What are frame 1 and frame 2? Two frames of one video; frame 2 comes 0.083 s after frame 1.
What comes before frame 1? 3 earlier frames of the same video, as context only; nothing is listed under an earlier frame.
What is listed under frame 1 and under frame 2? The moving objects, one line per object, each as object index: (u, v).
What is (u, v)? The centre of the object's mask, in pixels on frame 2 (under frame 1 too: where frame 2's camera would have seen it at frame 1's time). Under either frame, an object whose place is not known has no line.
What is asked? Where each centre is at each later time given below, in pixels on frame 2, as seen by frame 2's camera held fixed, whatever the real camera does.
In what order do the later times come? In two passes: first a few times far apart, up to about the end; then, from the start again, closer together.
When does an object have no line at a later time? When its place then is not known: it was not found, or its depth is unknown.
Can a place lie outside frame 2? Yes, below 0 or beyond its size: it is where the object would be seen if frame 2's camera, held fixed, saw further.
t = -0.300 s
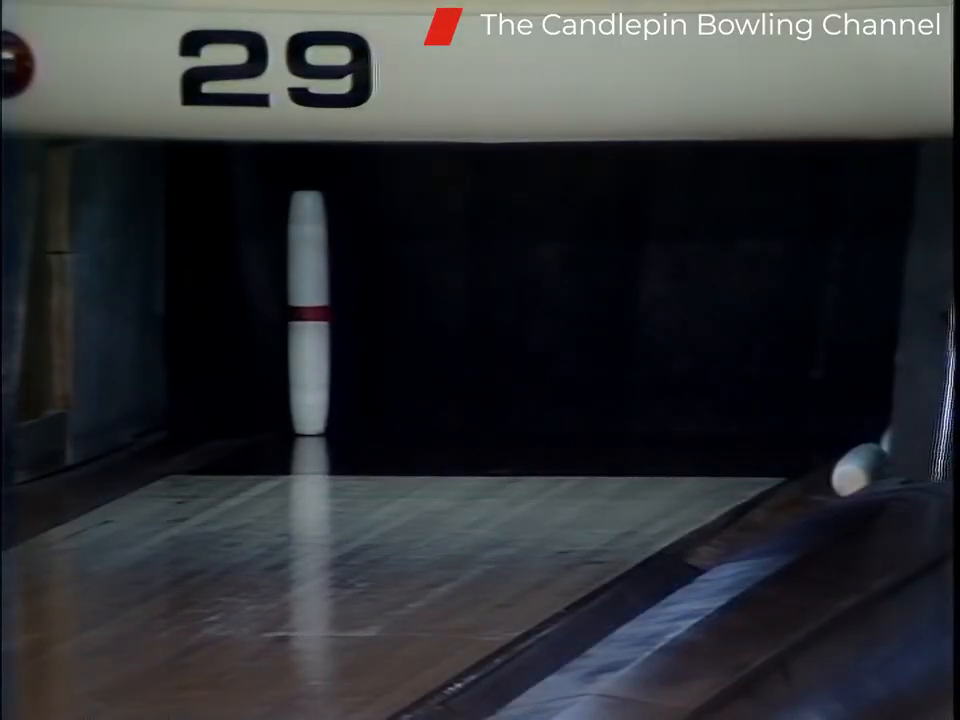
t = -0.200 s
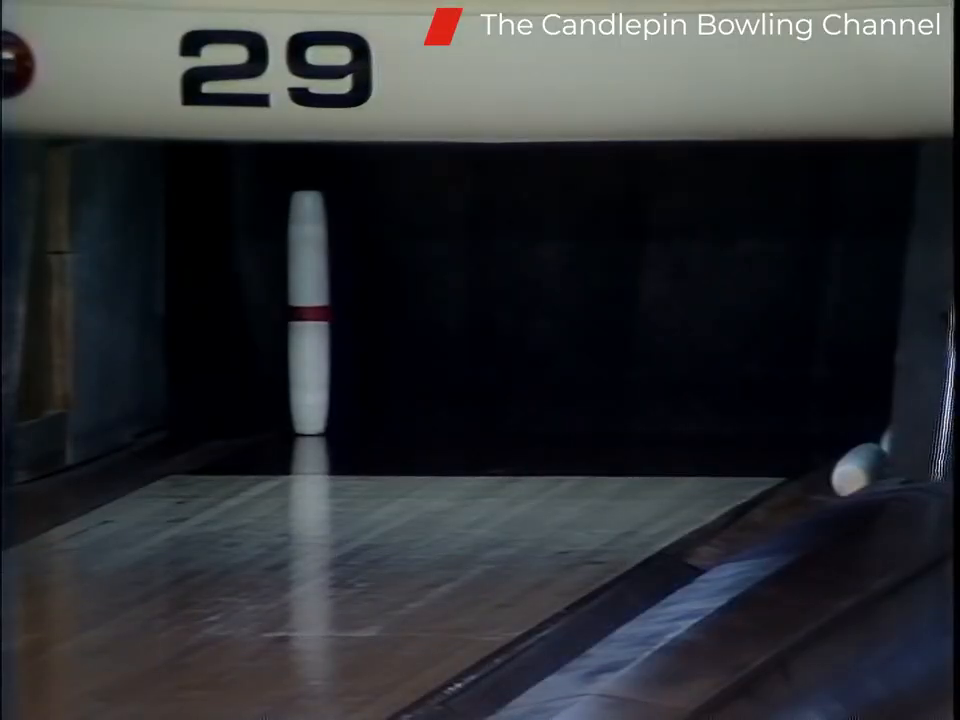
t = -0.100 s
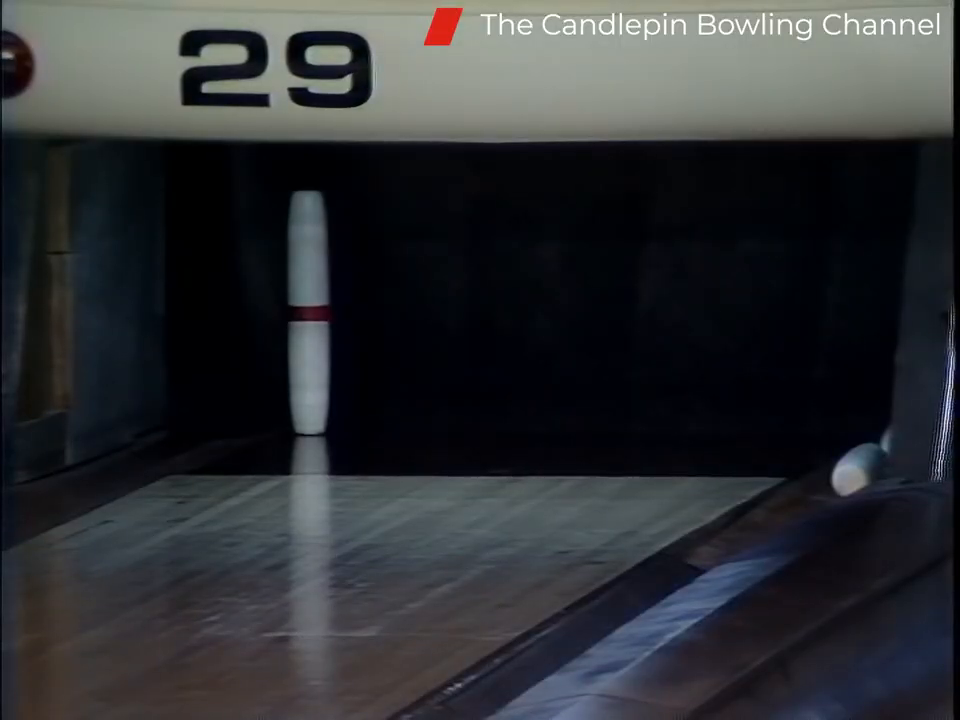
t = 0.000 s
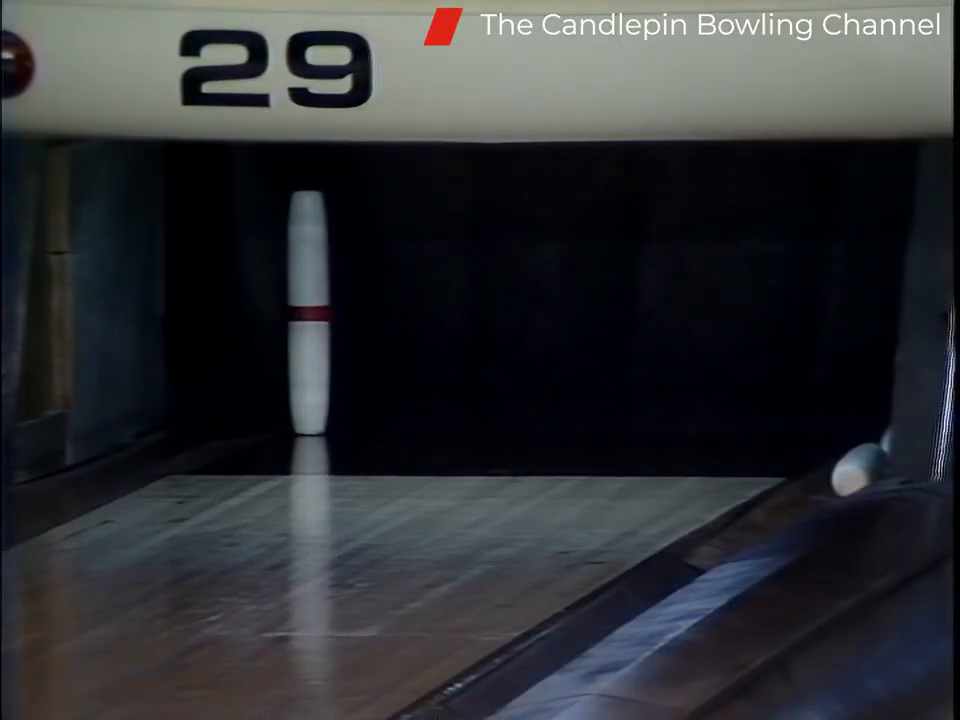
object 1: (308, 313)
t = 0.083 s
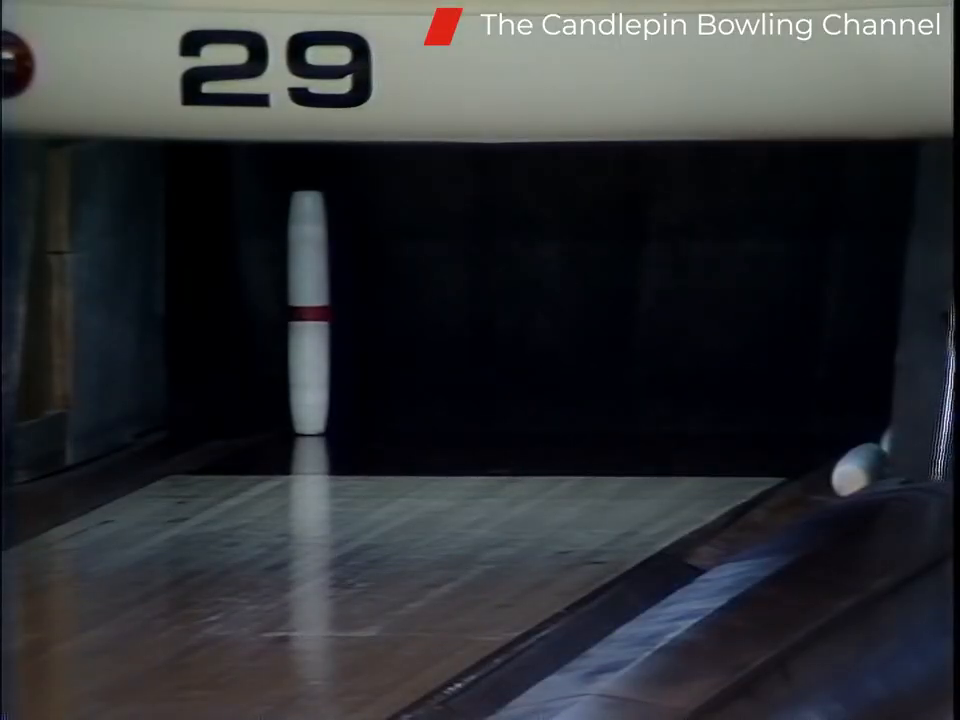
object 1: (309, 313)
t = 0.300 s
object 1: (309, 307)
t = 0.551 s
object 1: (270, 376)
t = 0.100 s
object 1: (308, 313)
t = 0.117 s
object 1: (308, 313)
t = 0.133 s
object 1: (308, 313)
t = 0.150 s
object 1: (308, 313)
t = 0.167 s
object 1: (308, 313)
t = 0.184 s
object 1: (308, 313)
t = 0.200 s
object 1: (309, 313)
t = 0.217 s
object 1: (309, 313)
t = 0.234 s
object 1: (309, 313)
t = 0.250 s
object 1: (309, 313)
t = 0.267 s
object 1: (309, 313)
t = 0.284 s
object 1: (309, 313)
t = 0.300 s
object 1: (309, 307)
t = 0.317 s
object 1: (308, 296)
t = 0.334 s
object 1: (308, 298)
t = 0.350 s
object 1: (308, 310)
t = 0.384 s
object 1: (304, 322)
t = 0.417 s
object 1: (295, 334)
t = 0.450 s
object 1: (281, 336)
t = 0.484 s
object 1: (268, 348)
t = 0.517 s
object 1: (261, 359)
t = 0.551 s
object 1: (270, 376)
